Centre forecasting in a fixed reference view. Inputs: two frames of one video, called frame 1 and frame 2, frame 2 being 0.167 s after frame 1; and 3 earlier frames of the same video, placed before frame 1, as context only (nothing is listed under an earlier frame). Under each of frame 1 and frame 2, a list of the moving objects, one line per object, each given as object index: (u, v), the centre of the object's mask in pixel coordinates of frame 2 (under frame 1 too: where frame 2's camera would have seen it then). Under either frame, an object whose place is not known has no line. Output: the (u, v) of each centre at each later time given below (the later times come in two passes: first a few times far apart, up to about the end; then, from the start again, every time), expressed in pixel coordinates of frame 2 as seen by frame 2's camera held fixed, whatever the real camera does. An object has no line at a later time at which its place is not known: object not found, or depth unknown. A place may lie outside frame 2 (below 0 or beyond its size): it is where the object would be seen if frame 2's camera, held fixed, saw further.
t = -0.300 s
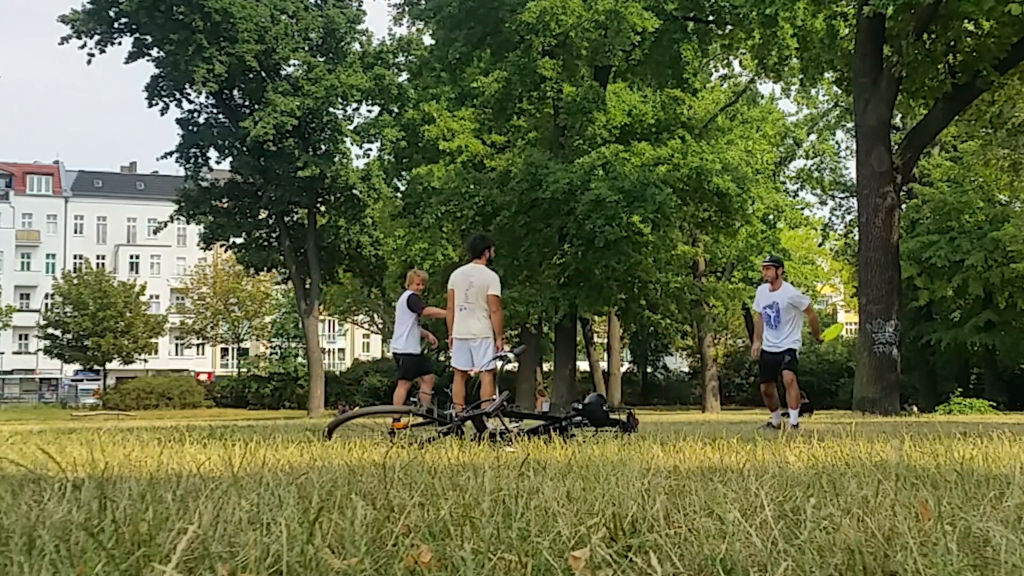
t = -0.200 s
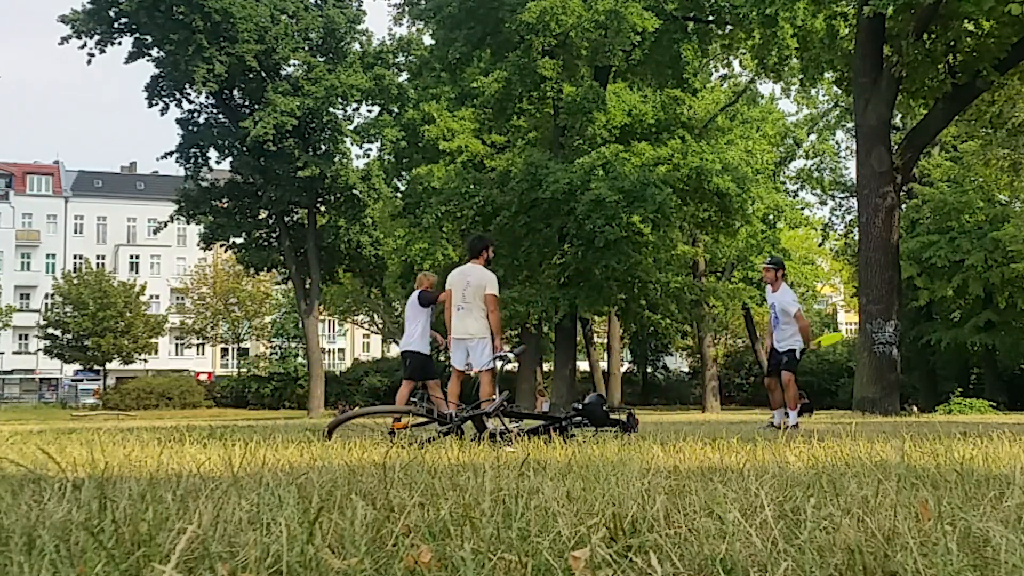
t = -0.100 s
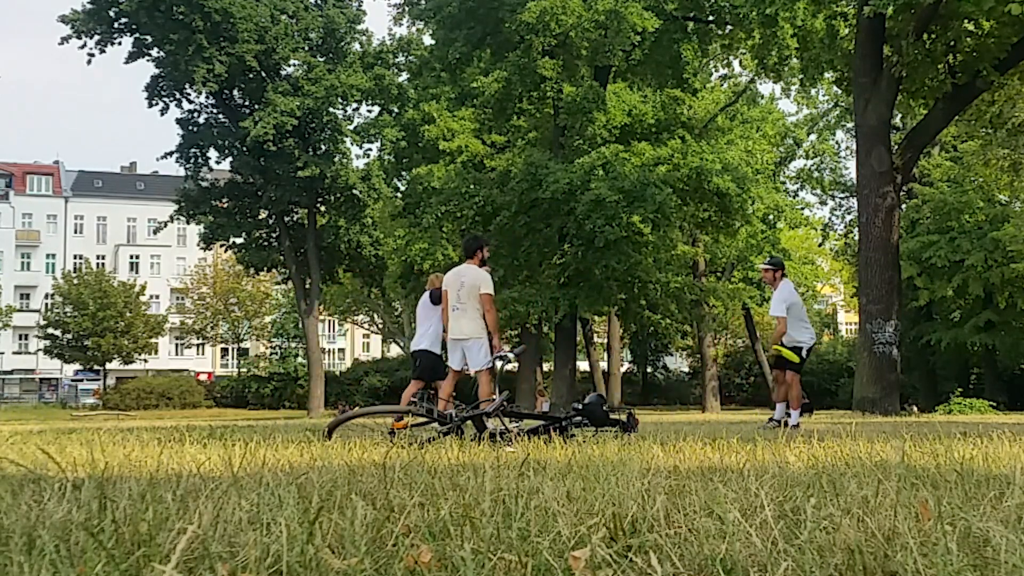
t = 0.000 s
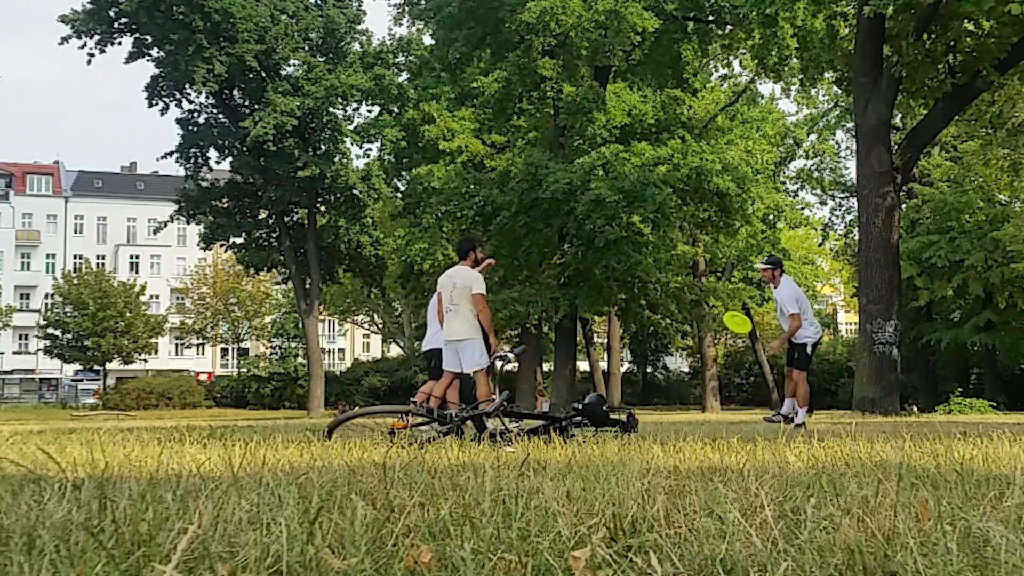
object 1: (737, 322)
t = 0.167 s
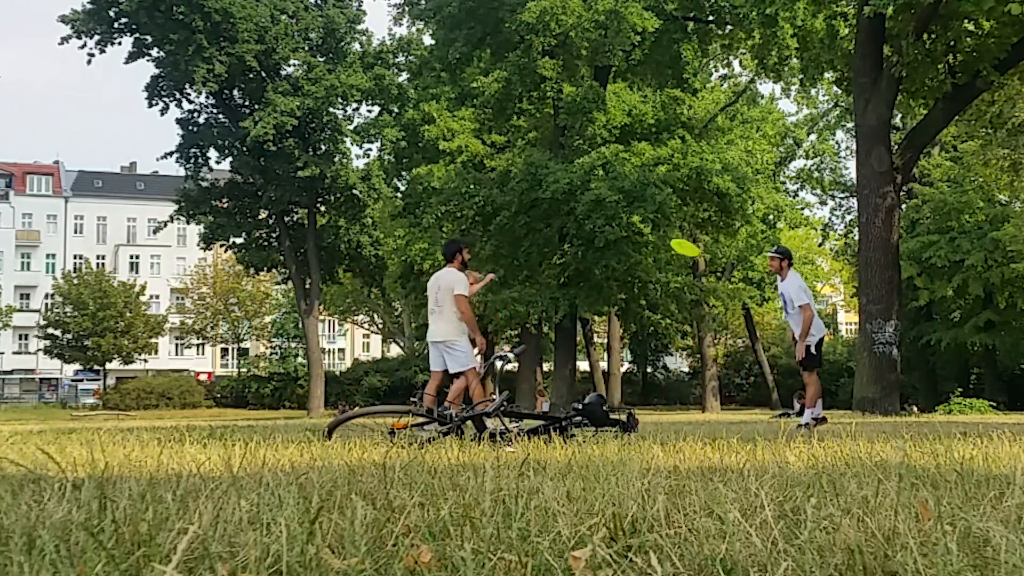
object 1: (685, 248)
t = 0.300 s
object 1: (643, 210)
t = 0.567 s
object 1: (561, 188)
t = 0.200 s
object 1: (674, 236)
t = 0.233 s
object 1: (664, 226)
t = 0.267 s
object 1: (654, 218)
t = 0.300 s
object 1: (643, 210)
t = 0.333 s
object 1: (633, 203)
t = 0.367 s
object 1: (623, 198)
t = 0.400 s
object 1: (612, 193)
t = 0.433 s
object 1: (602, 190)
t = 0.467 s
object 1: (592, 188)
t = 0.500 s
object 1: (581, 187)
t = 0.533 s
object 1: (571, 187)
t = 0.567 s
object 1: (561, 188)
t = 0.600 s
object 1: (551, 190)
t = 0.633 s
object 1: (540, 193)
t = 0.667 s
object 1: (531, 197)
